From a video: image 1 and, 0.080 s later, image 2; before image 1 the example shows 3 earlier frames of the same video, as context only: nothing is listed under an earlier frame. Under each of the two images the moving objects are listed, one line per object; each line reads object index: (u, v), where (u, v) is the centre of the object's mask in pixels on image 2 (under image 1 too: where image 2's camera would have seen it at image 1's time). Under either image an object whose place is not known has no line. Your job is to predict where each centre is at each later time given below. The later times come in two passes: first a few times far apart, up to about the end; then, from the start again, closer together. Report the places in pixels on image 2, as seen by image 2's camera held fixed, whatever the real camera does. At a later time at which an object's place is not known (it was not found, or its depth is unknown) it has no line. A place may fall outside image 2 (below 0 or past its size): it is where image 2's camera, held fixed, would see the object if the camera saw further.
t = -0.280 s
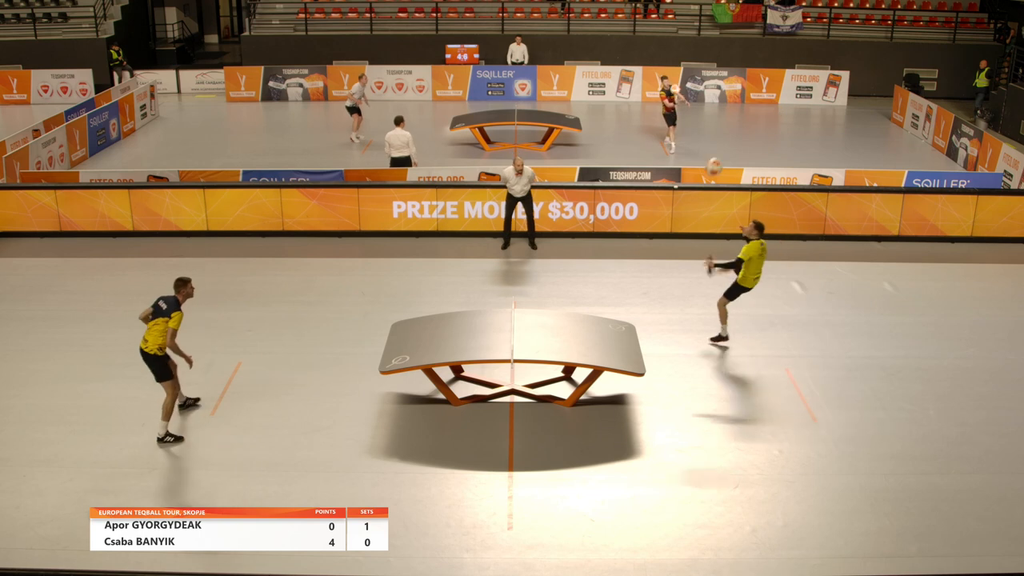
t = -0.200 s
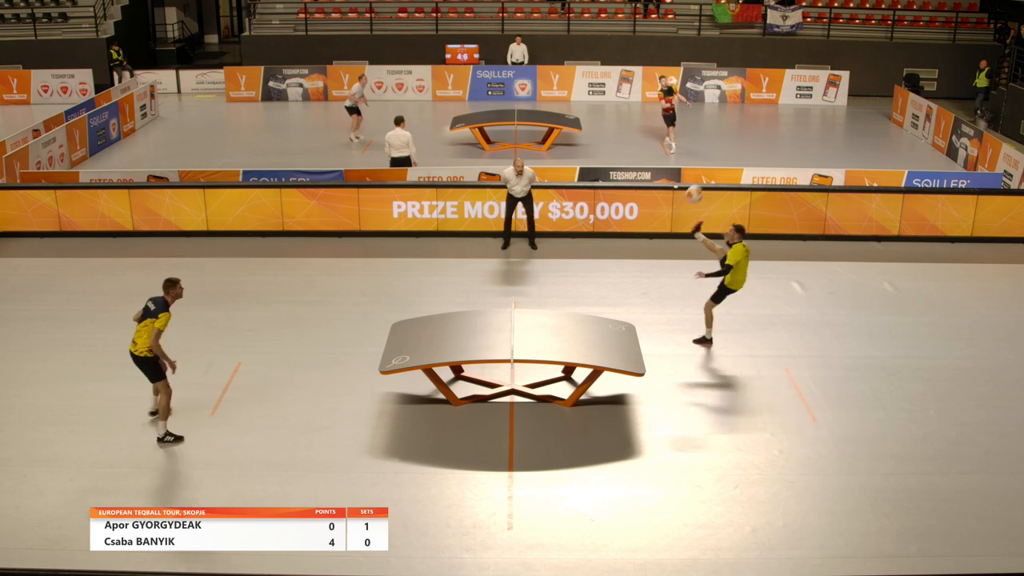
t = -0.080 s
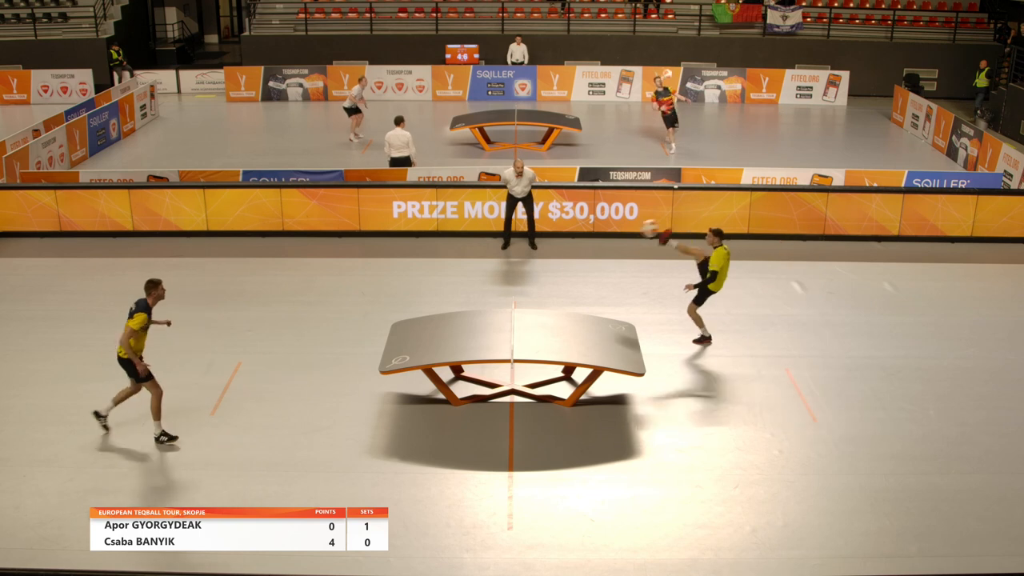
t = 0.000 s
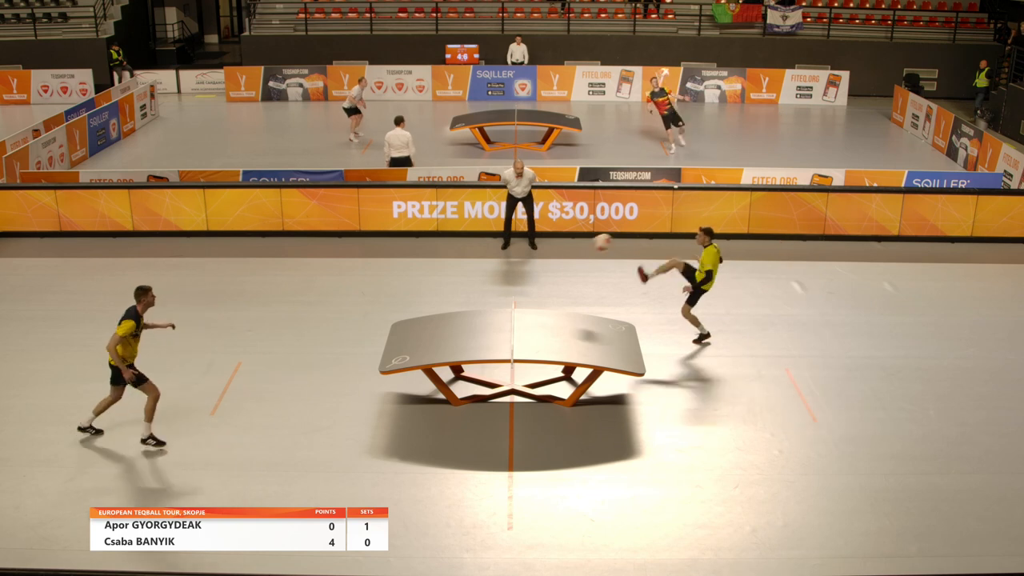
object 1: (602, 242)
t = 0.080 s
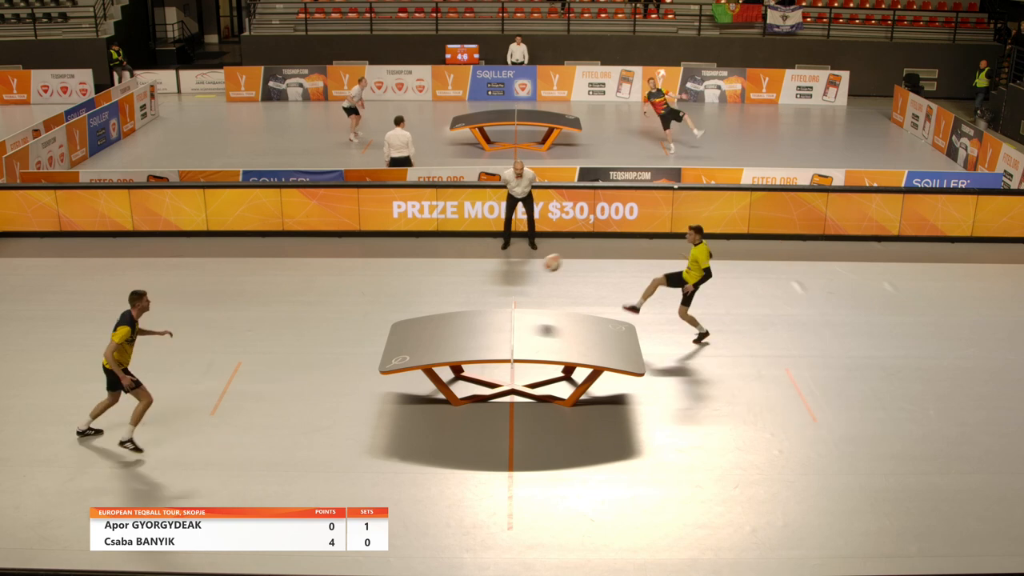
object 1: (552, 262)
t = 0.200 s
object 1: (475, 304)
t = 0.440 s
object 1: (352, 312)
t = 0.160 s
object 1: (501, 289)
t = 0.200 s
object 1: (475, 304)
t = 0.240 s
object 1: (452, 314)
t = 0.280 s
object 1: (432, 311)
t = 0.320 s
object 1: (413, 309)
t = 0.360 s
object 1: (393, 309)
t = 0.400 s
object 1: (372, 310)
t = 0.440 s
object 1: (352, 312)
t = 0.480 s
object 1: (332, 316)
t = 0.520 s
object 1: (312, 321)
